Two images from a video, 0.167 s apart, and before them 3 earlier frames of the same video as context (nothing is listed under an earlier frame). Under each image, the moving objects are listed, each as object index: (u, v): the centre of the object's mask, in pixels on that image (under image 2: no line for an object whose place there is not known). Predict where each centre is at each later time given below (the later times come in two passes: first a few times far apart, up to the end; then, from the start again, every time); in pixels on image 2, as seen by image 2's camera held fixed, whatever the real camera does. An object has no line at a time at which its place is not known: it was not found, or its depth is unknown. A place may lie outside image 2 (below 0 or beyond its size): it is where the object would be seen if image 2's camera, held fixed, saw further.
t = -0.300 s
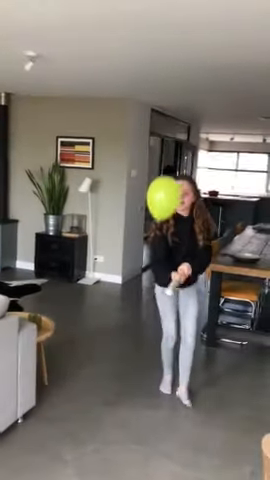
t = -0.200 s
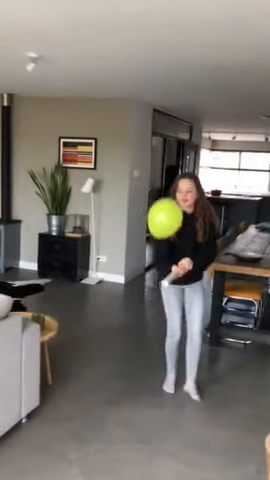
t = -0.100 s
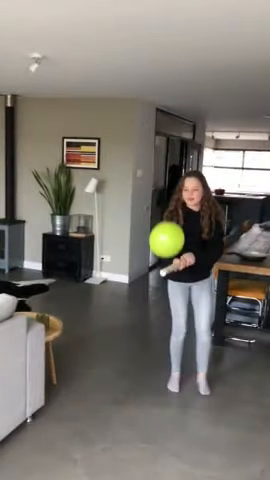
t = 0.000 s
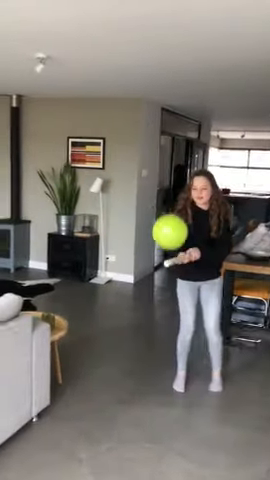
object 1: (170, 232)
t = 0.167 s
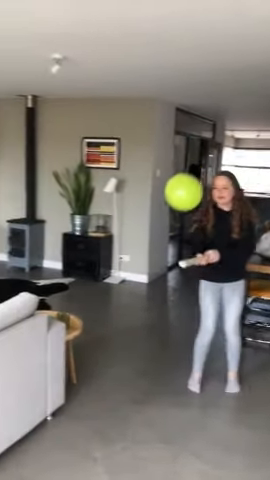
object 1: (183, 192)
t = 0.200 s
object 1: (183, 186)
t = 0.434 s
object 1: (181, 158)
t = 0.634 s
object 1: (176, 156)
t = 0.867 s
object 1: (172, 171)
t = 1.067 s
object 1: (171, 195)
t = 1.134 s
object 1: (172, 205)
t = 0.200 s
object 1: (183, 186)
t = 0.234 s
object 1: (183, 180)
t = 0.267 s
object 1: (183, 174)
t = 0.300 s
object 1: (183, 170)
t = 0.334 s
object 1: (183, 166)
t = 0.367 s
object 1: (182, 163)
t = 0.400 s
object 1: (182, 160)
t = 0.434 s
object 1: (181, 158)
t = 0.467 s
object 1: (181, 156)
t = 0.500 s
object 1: (180, 155)
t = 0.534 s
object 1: (179, 155)
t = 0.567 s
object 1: (178, 155)
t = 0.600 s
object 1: (177, 155)
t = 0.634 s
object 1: (176, 156)
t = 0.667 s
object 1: (176, 157)
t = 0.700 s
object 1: (175, 158)
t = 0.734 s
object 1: (174, 160)
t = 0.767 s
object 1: (174, 162)
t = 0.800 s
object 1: (173, 165)
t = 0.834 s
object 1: (173, 168)
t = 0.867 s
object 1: (172, 171)
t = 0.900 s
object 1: (172, 174)
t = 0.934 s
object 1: (171, 178)
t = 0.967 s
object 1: (172, 182)
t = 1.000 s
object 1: (172, 186)
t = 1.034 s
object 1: (172, 190)
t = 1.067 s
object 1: (171, 195)
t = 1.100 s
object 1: (171, 200)
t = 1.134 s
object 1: (172, 205)
